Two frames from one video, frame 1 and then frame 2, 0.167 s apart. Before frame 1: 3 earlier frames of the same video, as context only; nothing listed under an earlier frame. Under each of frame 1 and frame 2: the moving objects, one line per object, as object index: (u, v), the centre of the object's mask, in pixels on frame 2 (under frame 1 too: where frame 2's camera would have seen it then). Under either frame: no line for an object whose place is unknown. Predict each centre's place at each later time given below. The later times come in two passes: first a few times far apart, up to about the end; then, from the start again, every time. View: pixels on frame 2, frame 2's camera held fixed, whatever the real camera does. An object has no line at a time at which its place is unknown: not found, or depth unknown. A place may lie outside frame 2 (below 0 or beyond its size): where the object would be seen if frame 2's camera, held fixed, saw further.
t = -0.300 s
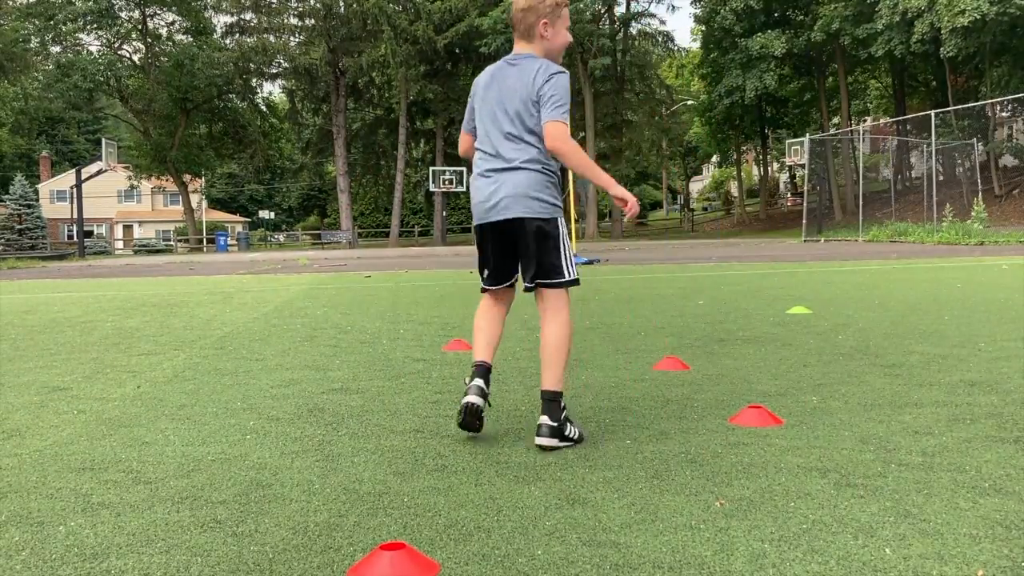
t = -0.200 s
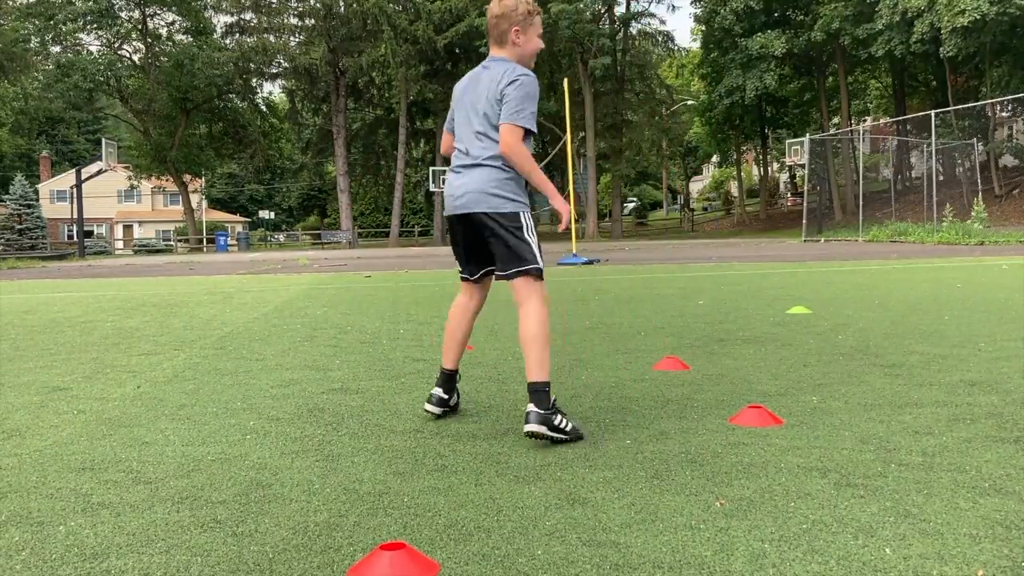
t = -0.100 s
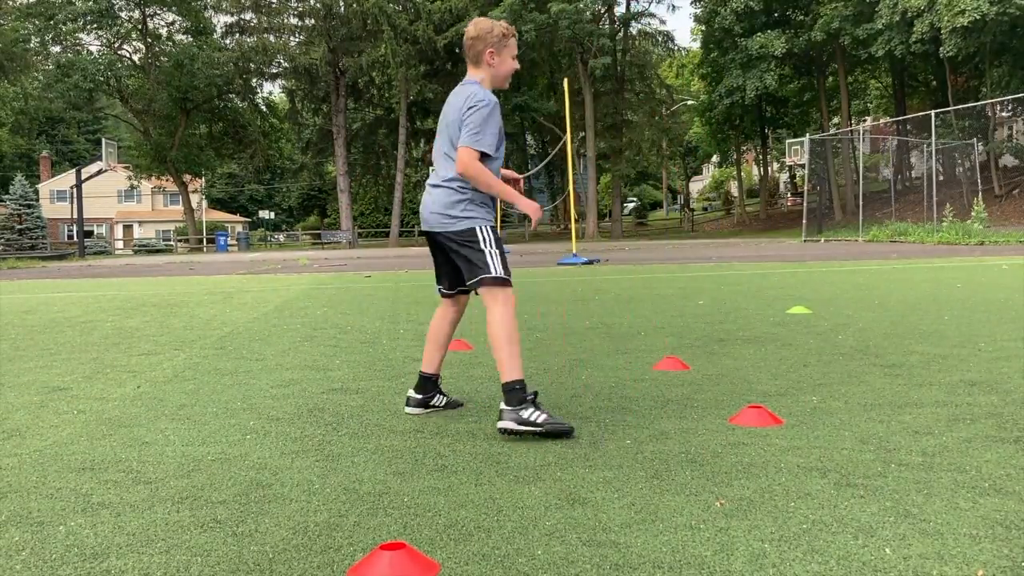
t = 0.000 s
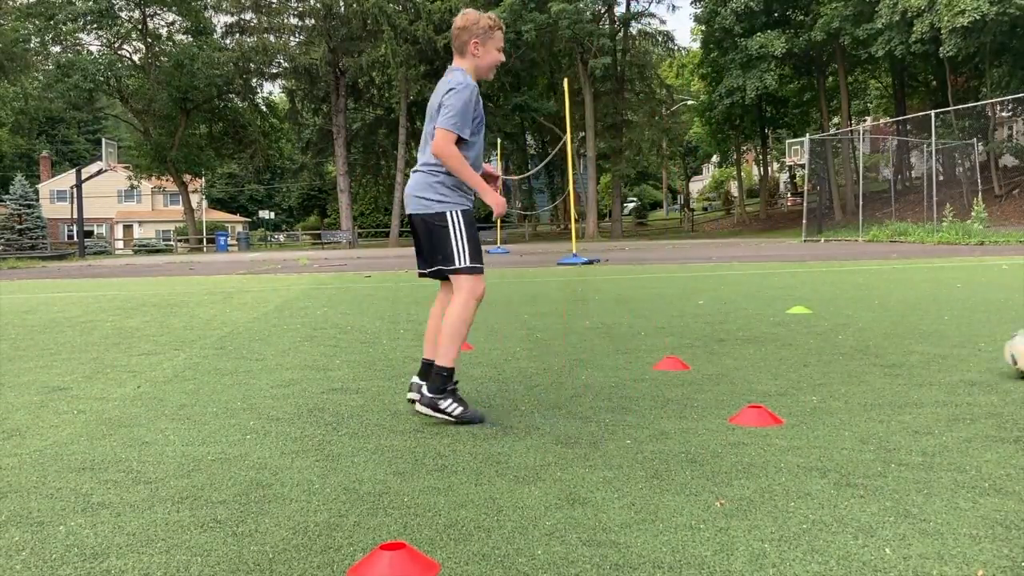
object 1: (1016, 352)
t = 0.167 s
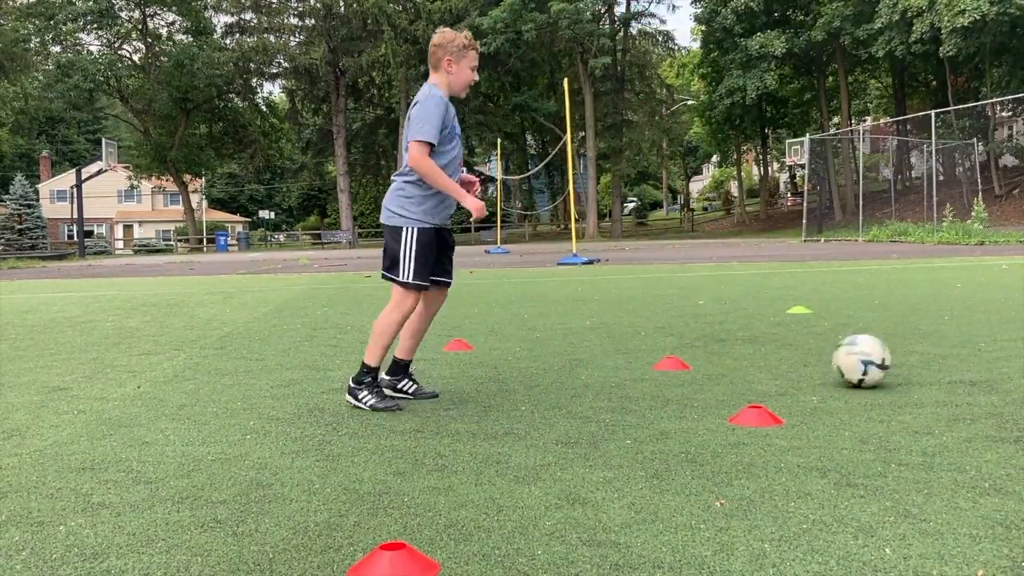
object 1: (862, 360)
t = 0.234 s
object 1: (792, 364)
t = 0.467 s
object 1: (547, 373)
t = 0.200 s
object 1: (827, 363)
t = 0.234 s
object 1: (792, 364)
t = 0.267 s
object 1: (757, 365)
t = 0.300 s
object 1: (723, 366)
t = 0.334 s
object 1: (687, 366)
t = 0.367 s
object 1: (652, 370)
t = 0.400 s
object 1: (617, 371)
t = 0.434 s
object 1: (582, 371)
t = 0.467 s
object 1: (547, 373)
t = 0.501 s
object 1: (511, 374)
